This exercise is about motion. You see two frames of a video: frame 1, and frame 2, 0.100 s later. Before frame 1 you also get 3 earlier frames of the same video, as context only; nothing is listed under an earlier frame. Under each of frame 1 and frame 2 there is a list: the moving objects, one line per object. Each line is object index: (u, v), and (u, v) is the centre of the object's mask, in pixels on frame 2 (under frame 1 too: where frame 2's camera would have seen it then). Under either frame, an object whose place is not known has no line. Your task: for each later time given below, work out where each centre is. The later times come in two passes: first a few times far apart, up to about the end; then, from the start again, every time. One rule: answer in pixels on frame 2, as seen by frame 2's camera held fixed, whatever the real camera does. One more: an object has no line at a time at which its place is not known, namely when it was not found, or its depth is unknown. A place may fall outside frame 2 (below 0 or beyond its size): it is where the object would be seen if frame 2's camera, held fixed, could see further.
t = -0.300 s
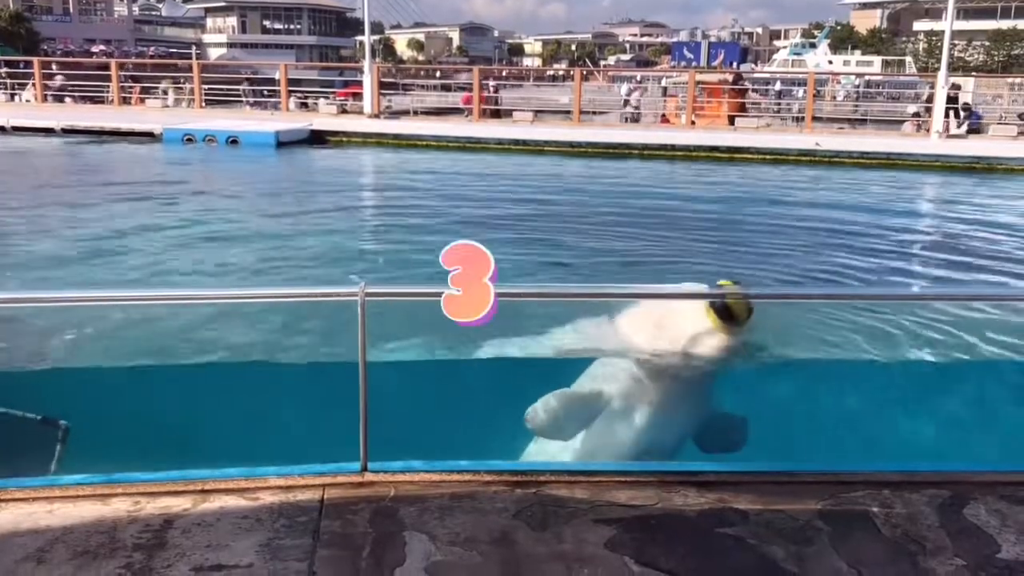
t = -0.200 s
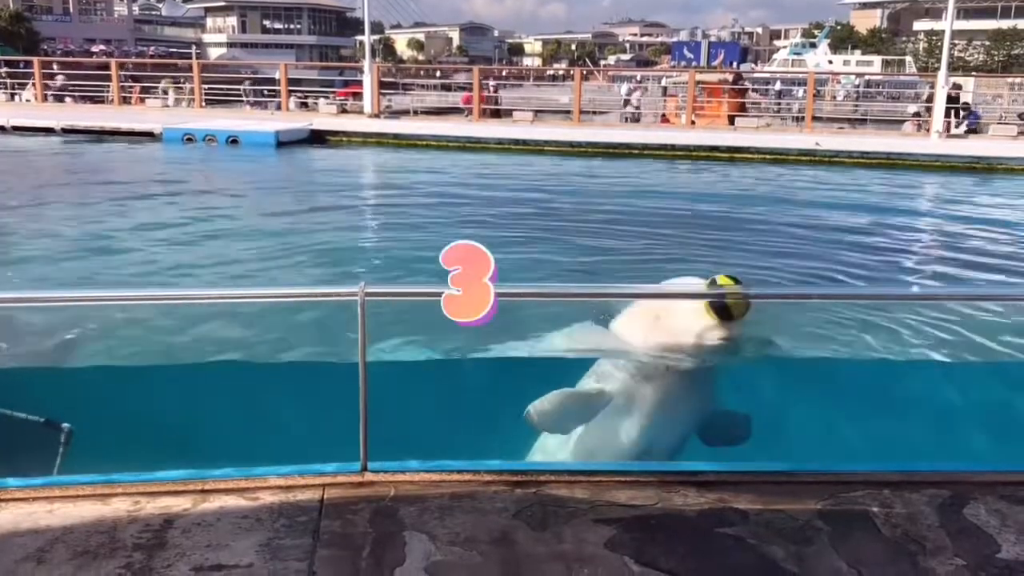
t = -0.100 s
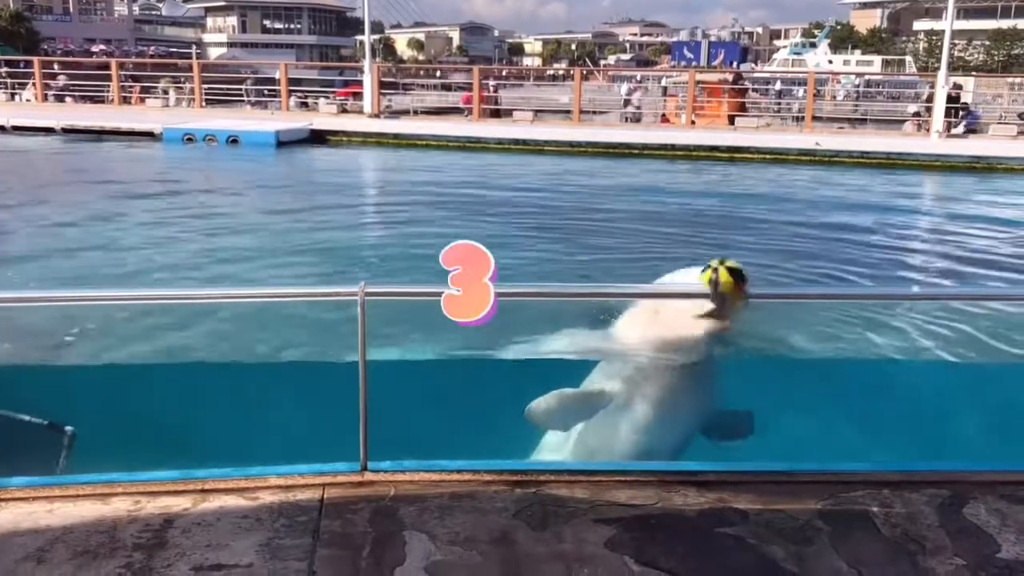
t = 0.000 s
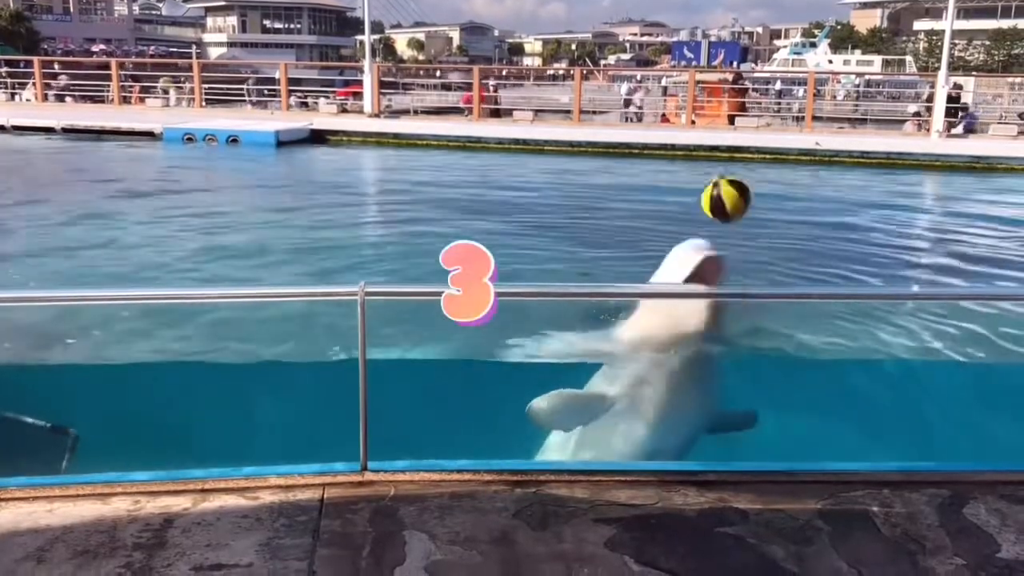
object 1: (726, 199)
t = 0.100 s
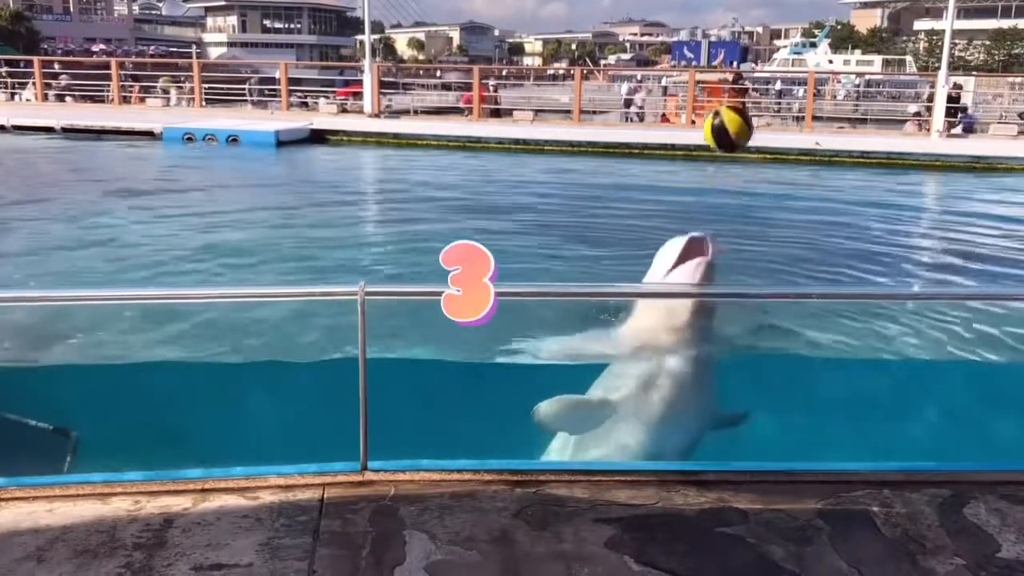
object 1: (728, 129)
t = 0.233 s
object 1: (727, 66)
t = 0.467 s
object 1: (719, 55)
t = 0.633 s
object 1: (708, 120)
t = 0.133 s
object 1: (727, 111)
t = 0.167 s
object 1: (728, 93)
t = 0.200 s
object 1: (727, 79)
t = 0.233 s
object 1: (727, 66)
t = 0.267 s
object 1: (727, 58)
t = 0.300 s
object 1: (726, 51)
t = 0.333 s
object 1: (725, 46)
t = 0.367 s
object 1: (724, 45)
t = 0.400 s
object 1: (724, 46)
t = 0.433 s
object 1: (722, 49)
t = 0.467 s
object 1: (719, 55)
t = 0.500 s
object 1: (718, 63)
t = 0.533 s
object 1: (716, 74)
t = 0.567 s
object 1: (714, 87)
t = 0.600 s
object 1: (712, 102)
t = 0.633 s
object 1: (708, 120)
